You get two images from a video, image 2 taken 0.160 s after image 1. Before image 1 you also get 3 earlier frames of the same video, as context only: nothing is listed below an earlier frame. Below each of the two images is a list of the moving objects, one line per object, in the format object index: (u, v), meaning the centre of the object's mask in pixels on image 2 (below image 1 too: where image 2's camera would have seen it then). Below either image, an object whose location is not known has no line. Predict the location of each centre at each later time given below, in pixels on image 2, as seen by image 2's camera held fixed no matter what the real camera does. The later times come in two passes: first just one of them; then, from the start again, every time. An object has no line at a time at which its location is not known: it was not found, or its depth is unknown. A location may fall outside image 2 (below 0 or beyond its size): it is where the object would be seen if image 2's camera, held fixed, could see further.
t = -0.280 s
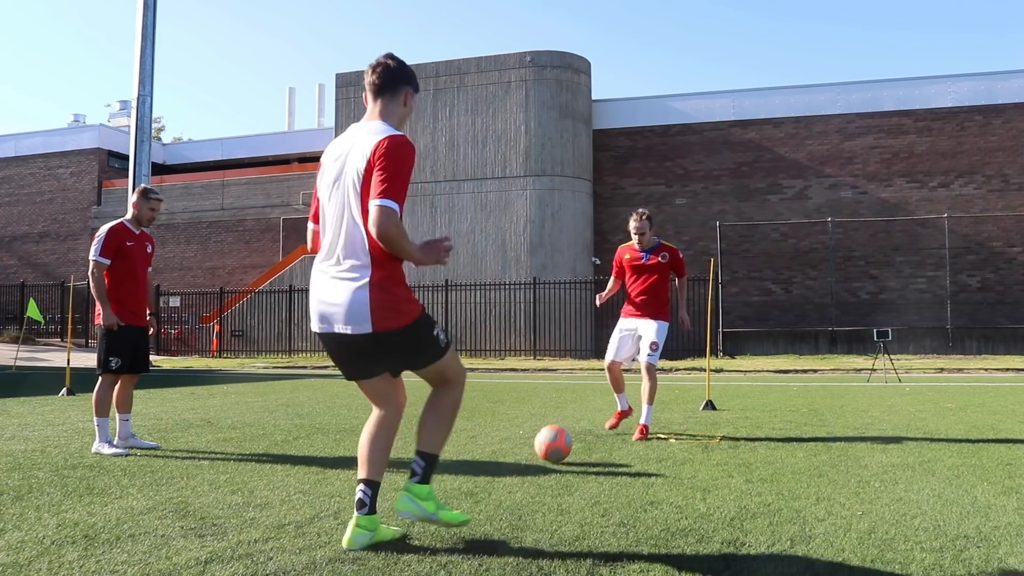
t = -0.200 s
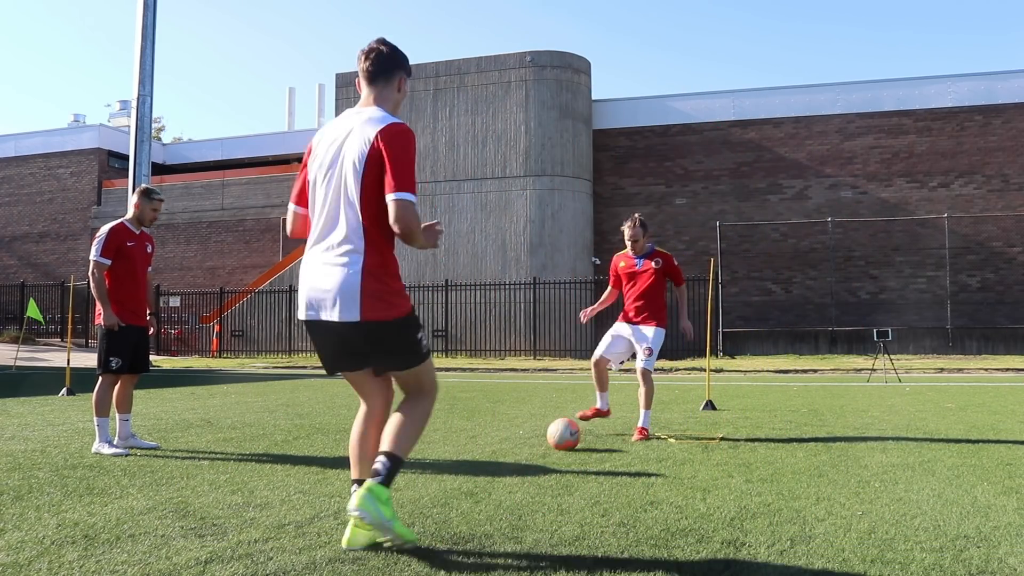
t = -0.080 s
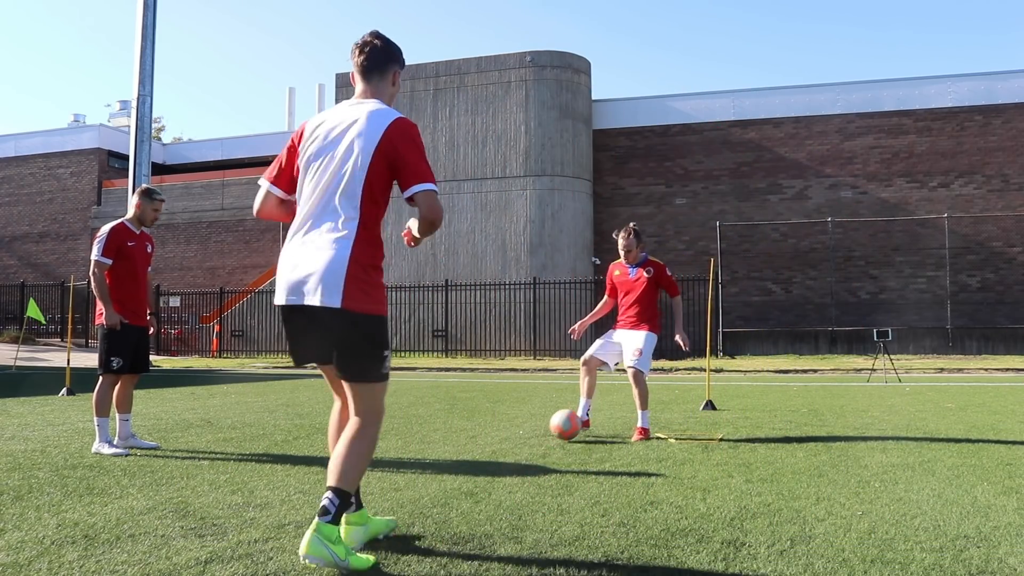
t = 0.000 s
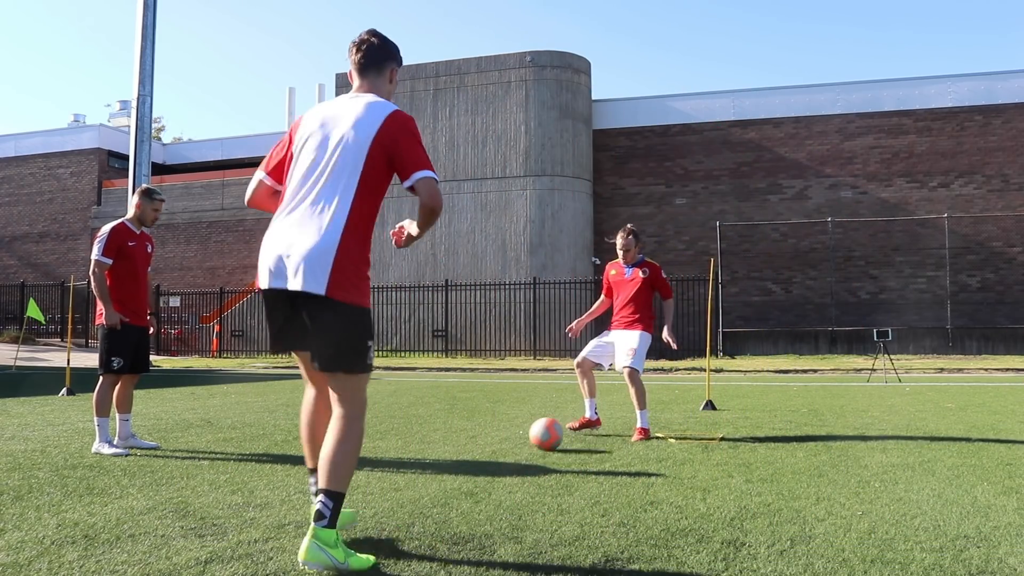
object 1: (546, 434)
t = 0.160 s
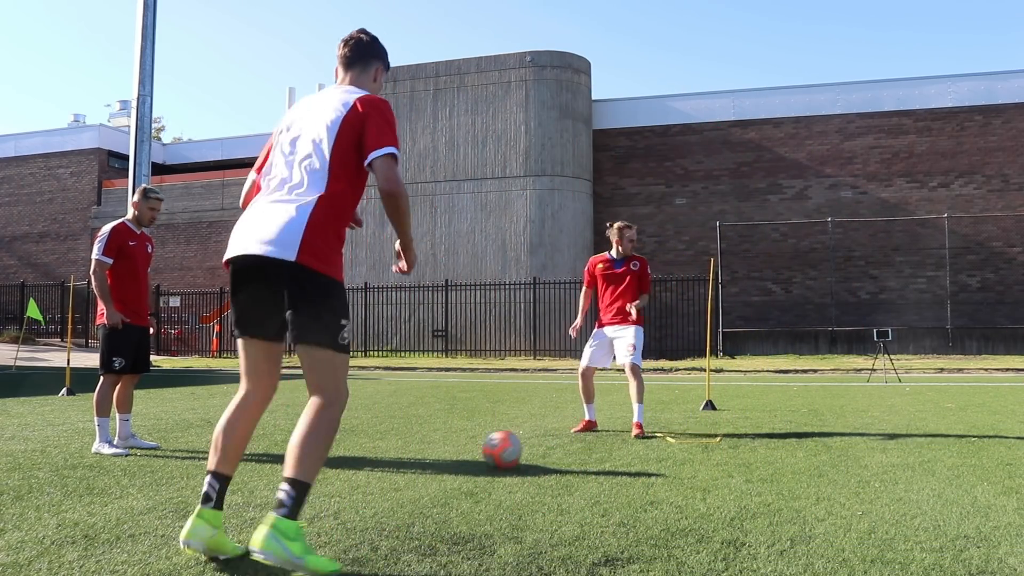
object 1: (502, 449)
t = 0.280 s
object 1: (463, 464)
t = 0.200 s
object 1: (489, 455)
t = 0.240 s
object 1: (476, 461)
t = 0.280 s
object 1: (463, 464)
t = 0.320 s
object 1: (448, 470)
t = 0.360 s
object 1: (434, 475)
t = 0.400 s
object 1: (419, 479)
